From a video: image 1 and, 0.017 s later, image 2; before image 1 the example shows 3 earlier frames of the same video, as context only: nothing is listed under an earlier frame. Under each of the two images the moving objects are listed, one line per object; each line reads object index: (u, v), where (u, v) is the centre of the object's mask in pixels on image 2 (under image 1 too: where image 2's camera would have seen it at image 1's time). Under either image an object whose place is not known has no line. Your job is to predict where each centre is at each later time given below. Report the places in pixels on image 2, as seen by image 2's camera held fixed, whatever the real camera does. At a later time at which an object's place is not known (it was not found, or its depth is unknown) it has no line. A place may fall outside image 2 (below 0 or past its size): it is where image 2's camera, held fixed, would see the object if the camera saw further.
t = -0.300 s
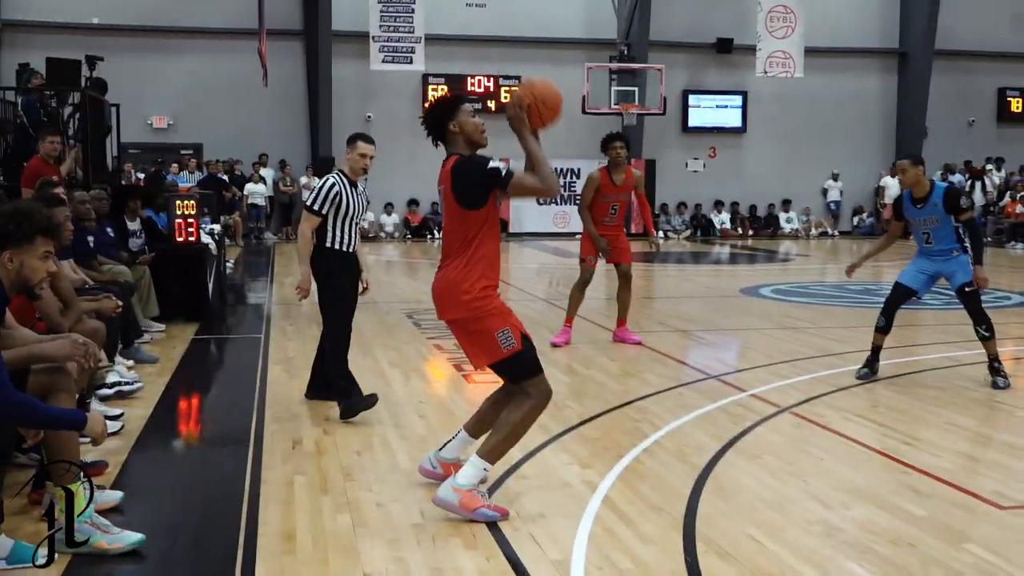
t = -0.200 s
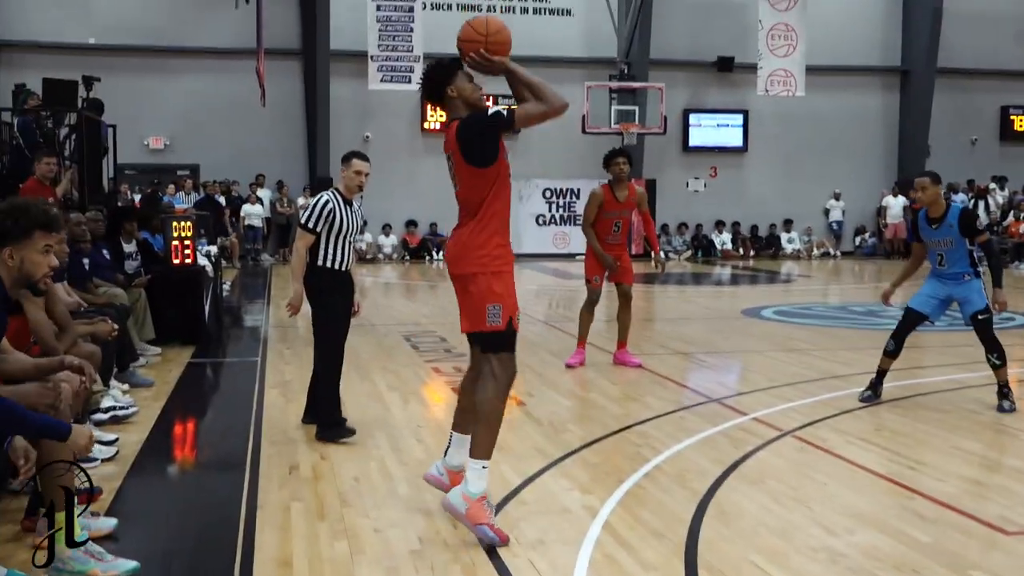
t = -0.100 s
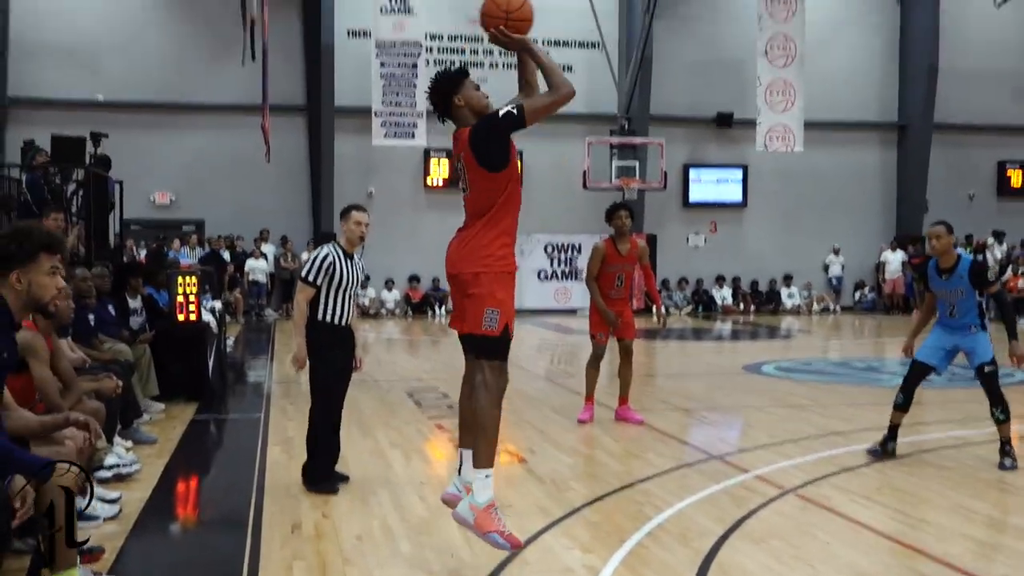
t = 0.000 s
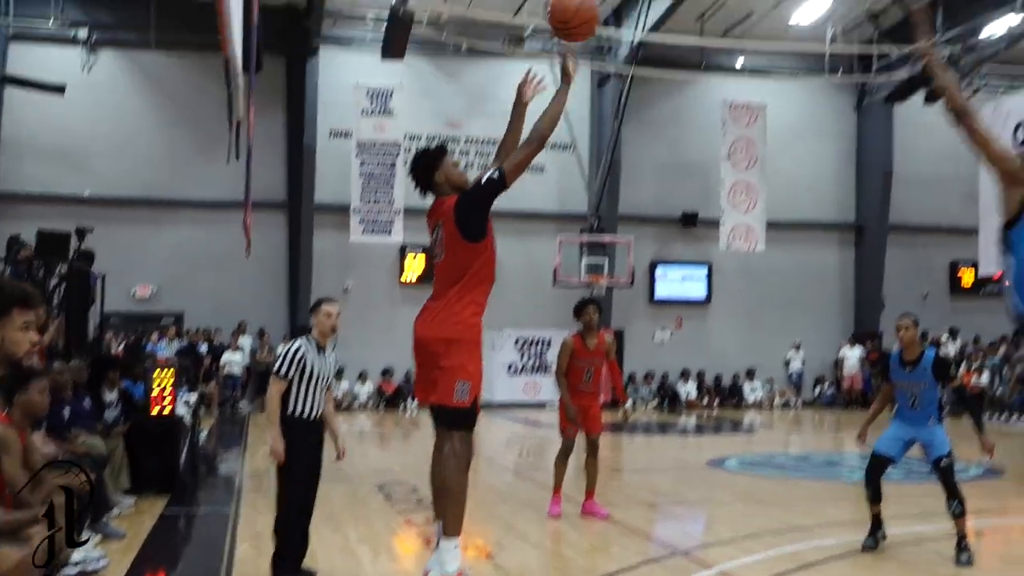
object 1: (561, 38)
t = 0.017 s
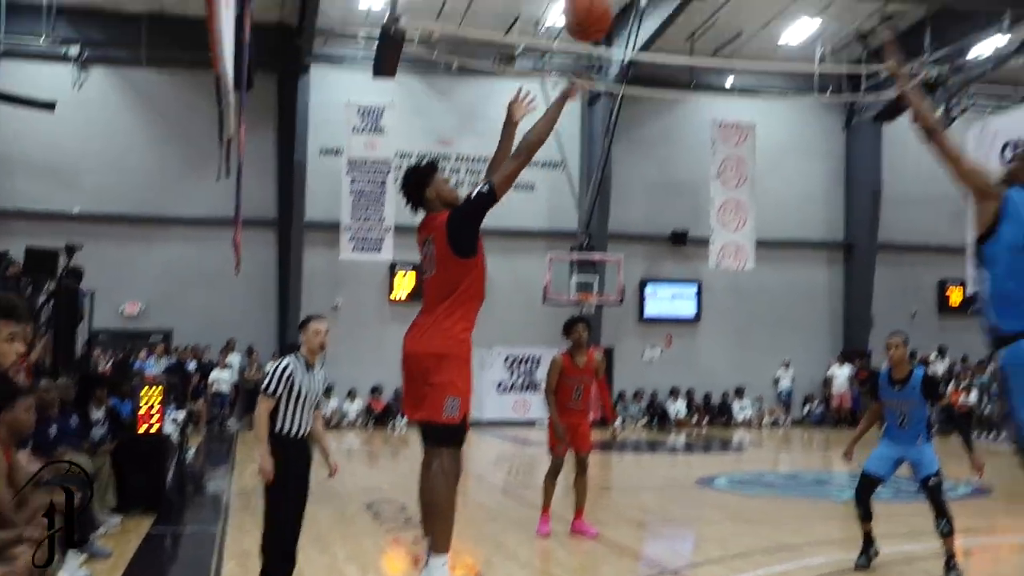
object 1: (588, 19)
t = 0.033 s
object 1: (612, 0)
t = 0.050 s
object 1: (636, -19)
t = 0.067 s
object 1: (659, -38)
